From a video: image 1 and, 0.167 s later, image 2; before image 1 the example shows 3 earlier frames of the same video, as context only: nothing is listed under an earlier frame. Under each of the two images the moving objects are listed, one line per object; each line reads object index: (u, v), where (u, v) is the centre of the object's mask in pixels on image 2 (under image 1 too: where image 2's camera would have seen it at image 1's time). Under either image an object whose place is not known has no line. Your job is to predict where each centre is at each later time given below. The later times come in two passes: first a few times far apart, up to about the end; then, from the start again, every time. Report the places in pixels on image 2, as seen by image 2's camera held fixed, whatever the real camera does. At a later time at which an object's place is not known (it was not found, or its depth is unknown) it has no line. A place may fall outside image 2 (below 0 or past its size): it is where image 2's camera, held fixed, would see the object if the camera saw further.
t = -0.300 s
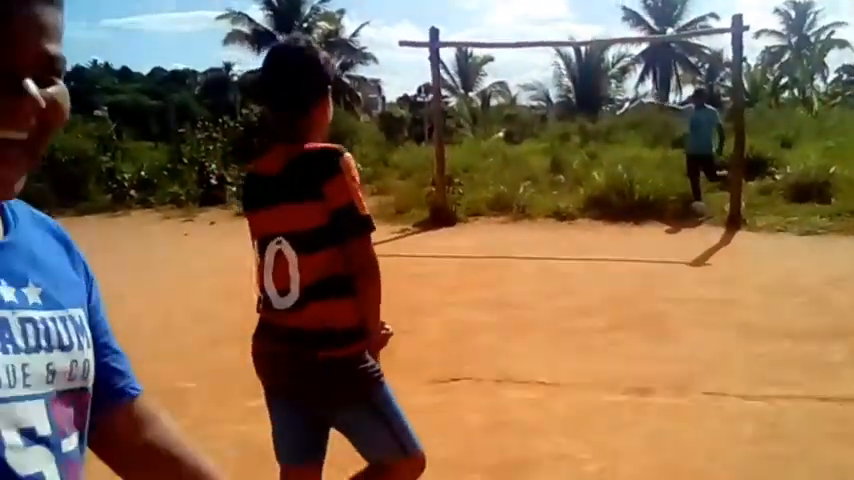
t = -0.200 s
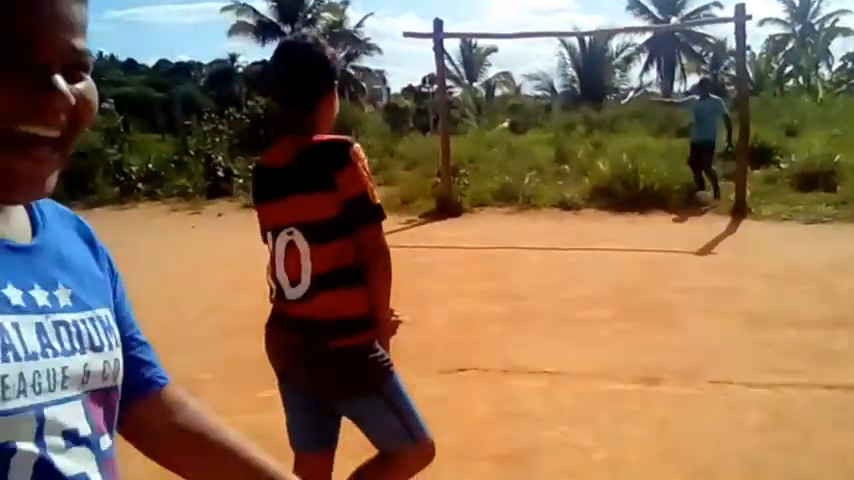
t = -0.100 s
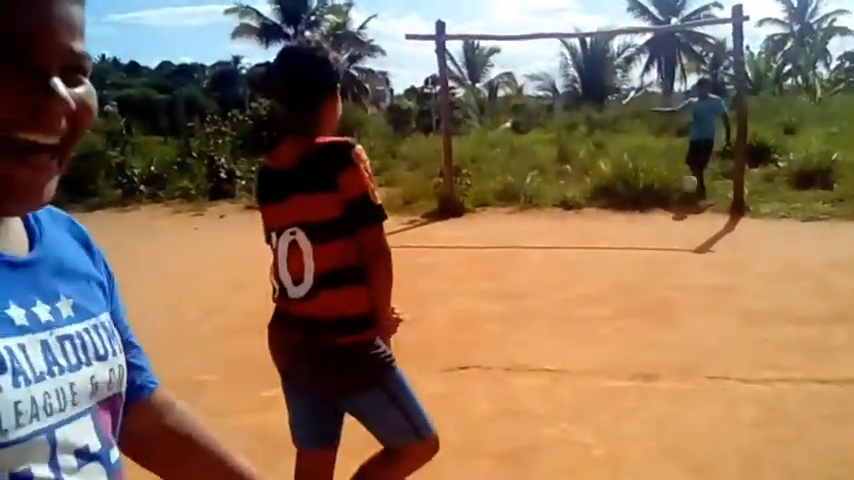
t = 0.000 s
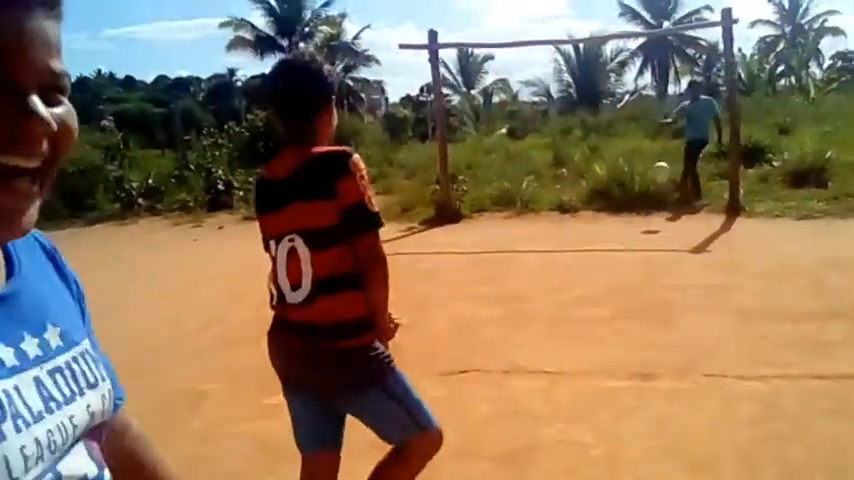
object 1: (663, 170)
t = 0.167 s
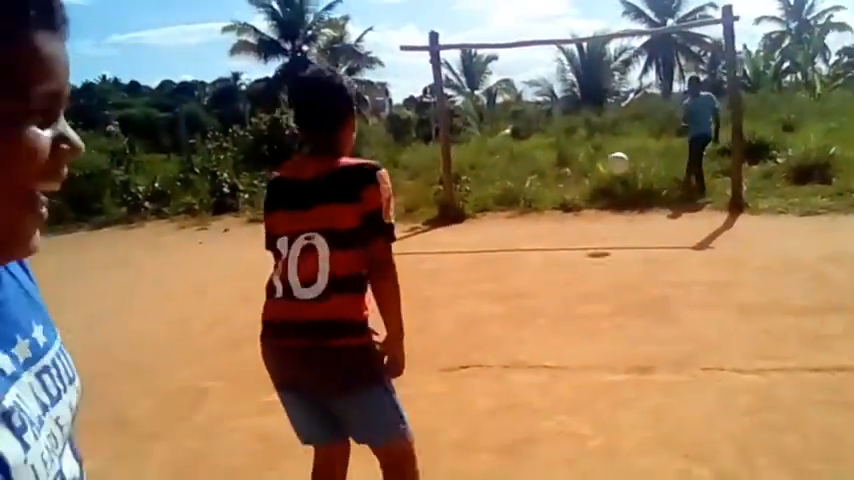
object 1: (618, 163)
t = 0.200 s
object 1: (607, 164)
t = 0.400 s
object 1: (532, 202)
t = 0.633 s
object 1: (415, 302)
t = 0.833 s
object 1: (317, 297)
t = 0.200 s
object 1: (607, 164)
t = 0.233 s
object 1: (597, 167)
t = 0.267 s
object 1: (585, 171)
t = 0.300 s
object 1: (574, 177)
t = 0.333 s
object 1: (560, 184)
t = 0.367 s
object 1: (545, 192)
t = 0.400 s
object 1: (532, 202)
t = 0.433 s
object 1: (517, 214)
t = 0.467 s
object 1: (501, 229)
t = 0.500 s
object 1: (484, 247)
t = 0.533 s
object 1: (466, 267)
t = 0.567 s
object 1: (447, 290)
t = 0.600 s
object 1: (429, 307)
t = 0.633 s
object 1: (415, 302)
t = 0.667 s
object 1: (400, 297)
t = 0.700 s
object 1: (385, 294)
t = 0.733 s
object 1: (369, 291)
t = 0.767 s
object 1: (352, 291)
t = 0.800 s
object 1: (335, 294)
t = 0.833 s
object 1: (317, 297)
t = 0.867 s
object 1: (297, 304)
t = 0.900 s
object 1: (278, 314)
